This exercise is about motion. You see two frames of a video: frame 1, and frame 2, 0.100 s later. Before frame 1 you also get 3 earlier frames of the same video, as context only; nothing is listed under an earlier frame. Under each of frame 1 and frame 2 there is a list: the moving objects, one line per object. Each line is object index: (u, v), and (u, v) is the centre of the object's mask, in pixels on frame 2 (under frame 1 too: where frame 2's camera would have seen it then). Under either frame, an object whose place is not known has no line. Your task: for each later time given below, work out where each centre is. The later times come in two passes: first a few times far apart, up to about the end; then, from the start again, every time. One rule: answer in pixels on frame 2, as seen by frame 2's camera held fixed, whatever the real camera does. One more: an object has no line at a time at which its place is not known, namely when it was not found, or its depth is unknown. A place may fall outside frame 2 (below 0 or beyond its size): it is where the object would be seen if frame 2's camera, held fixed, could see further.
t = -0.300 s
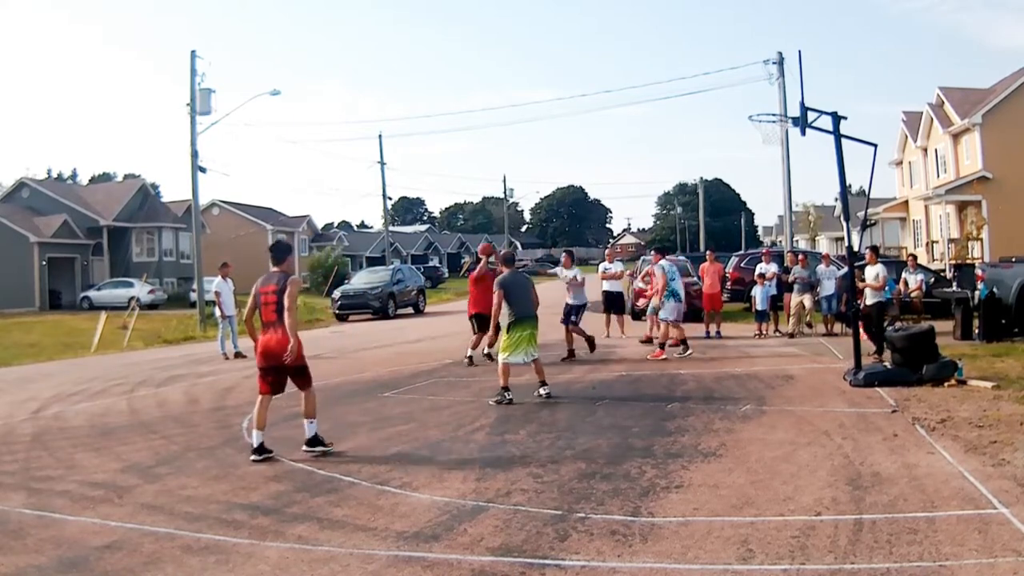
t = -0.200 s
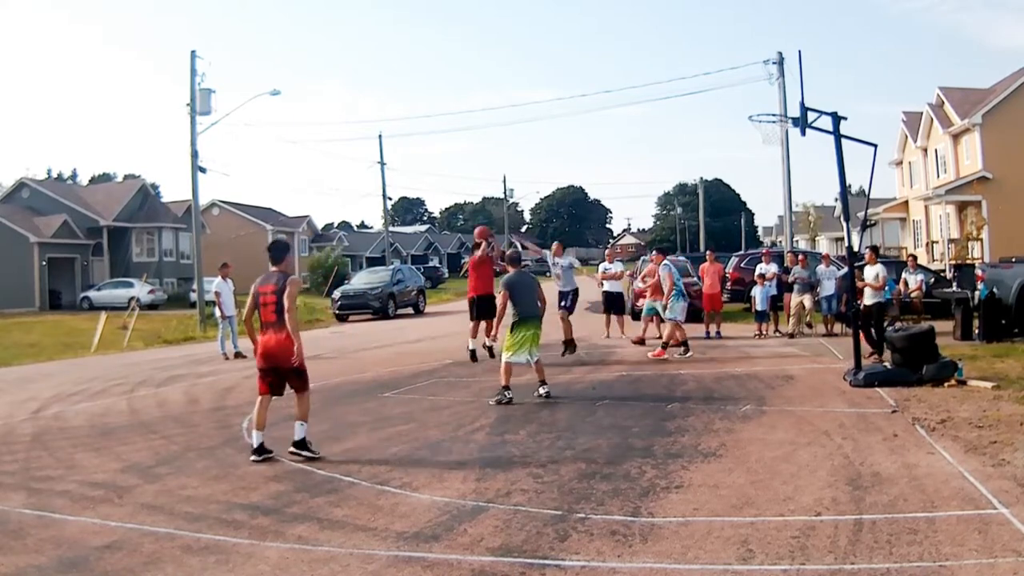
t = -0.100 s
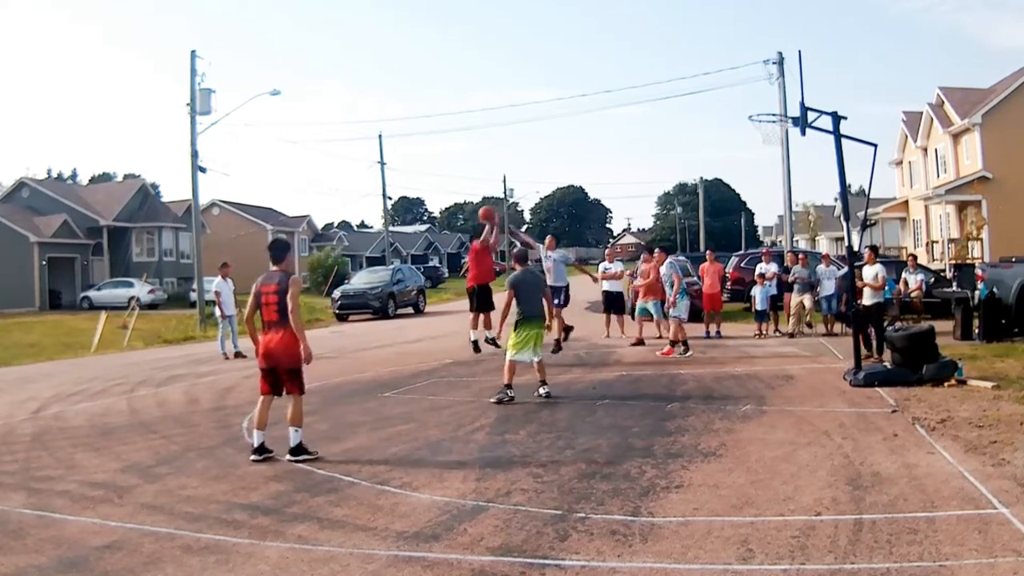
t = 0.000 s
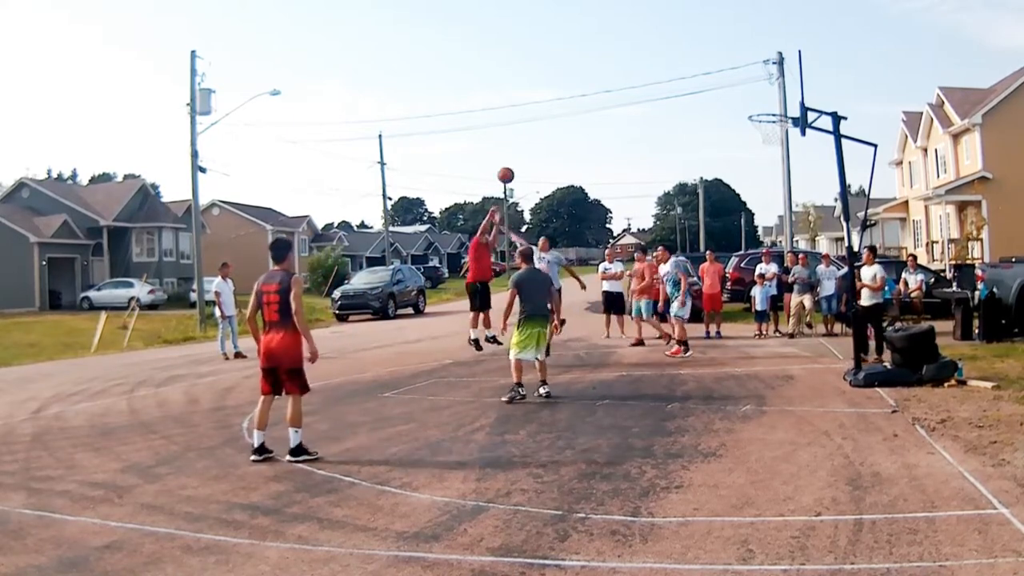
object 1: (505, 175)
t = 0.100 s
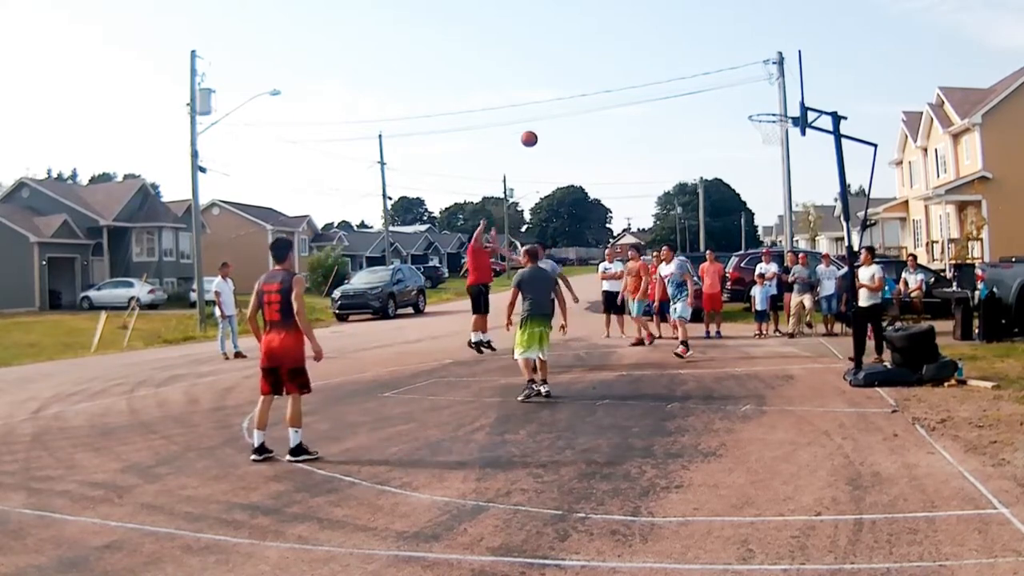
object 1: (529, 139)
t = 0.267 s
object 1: (571, 92)
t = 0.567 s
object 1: (658, 53)
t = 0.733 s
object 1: (714, 60)
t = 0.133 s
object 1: (537, 128)
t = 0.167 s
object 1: (545, 118)
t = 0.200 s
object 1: (554, 109)
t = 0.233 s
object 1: (562, 100)
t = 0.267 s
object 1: (571, 92)
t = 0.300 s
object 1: (580, 84)
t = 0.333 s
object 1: (589, 78)
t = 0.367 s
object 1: (598, 72)
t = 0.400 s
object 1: (608, 67)
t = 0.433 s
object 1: (618, 63)
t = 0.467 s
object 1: (627, 59)
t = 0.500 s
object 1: (637, 56)
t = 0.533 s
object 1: (648, 54)
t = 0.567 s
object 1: (658, 53)
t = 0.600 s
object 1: (669, 53)
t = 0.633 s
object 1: (680, 53)
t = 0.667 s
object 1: (691, 55)
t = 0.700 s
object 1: (702, 57)
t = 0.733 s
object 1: (714, 60)
